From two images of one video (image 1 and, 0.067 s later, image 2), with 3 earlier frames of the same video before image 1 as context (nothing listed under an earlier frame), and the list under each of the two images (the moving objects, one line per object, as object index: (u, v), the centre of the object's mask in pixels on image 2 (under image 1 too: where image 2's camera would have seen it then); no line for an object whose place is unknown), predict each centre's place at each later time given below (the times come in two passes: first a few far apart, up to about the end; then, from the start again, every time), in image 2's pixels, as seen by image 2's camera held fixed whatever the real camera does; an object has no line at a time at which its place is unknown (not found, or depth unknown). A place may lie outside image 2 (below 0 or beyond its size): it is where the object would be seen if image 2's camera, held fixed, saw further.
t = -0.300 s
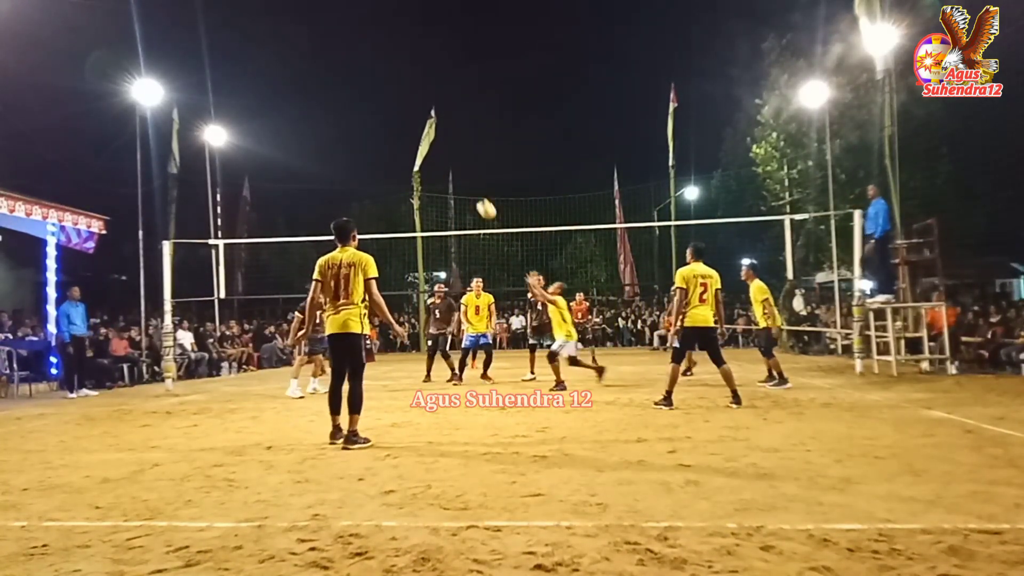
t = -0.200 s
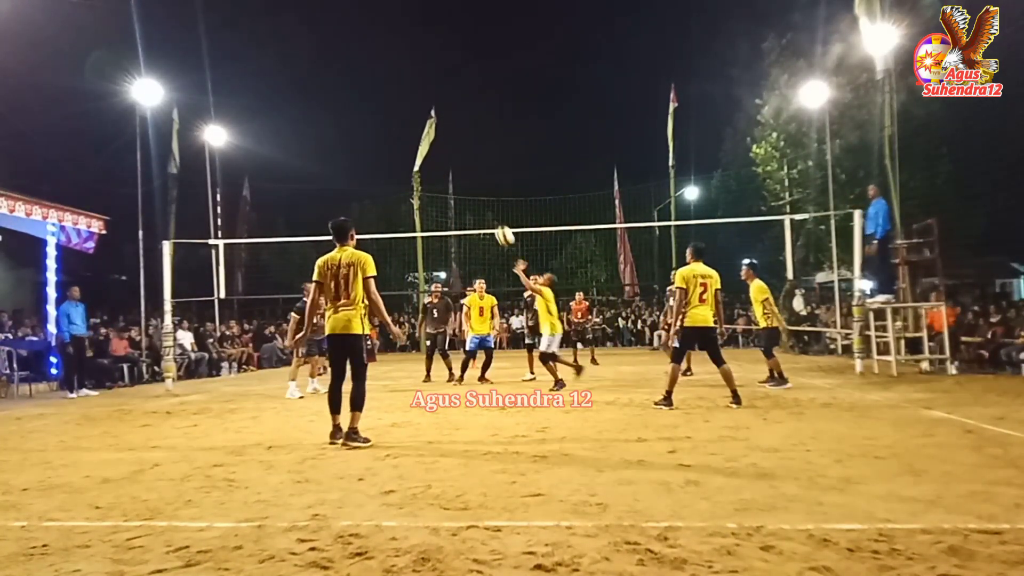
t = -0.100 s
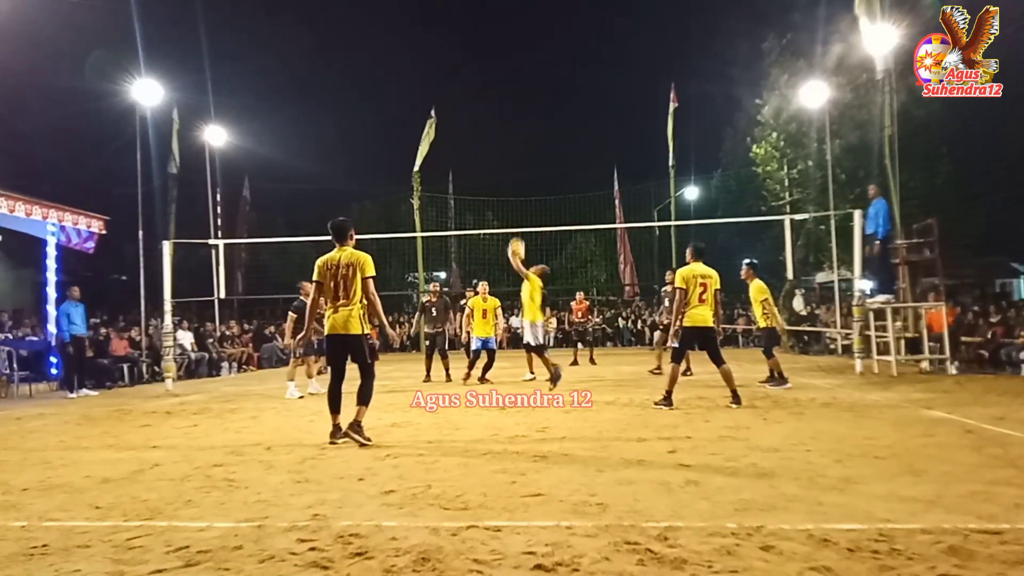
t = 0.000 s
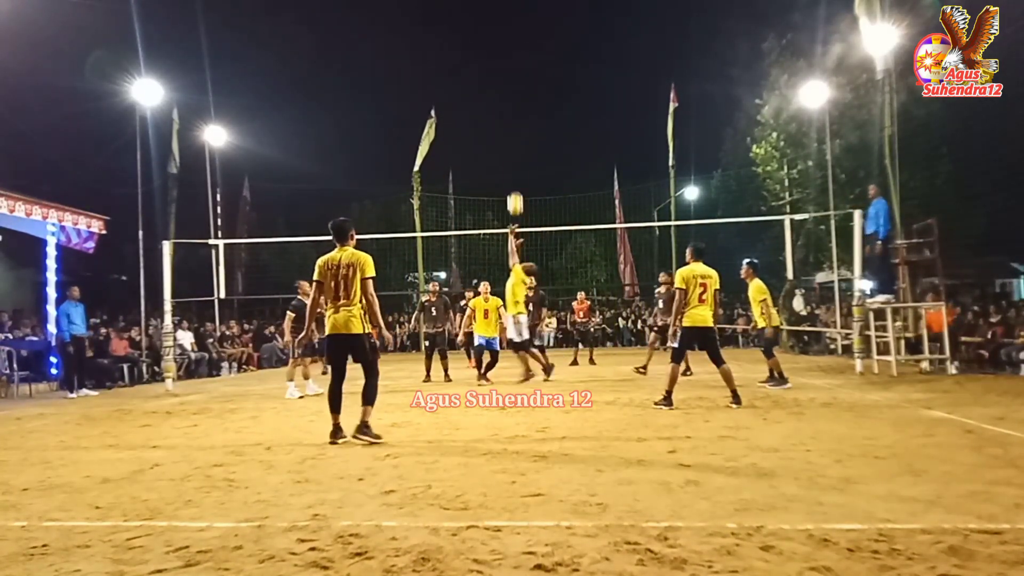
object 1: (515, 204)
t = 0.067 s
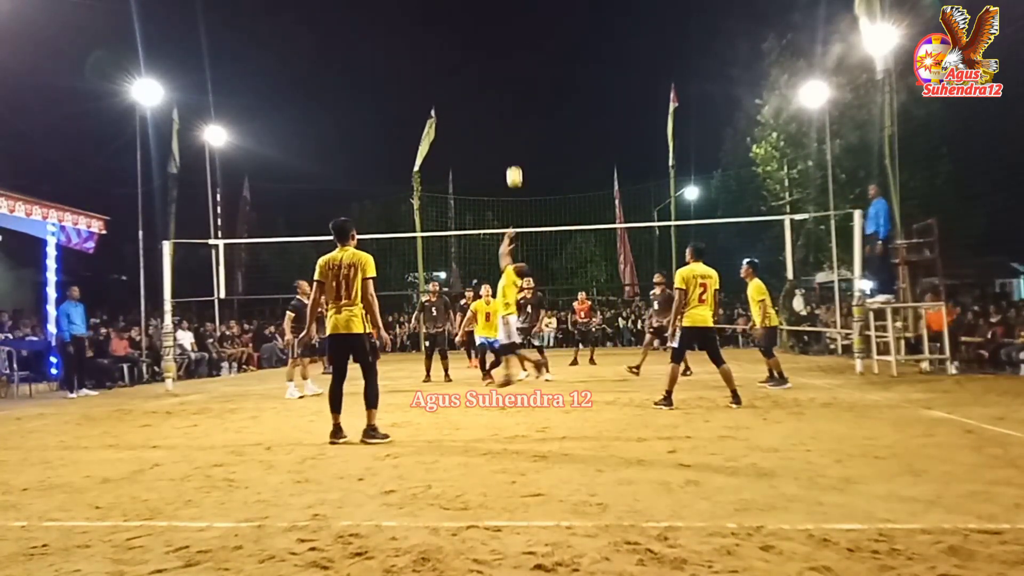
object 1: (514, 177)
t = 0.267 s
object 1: (512, 118)
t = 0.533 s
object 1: (512, 88)
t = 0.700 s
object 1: (513, 94)
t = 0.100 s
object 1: (514, 165)
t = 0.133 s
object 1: (513, 154)
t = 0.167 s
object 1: (513, 144)
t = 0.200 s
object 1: (513, 135)
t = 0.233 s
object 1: (512, 126)
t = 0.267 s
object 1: (512, 118)
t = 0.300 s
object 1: (512, 112)
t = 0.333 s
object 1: (512, 106)
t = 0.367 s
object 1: (512, 101)
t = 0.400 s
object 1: (512, 97)
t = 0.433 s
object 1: (512, 93)
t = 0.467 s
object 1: (512, 91)
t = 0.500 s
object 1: (512, 89)
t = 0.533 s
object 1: (512, 88)
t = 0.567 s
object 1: (512, 87)
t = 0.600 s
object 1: (512, 88)
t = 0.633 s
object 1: (513, 89)
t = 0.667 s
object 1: (513, 91)
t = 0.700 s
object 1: (513, 94)
